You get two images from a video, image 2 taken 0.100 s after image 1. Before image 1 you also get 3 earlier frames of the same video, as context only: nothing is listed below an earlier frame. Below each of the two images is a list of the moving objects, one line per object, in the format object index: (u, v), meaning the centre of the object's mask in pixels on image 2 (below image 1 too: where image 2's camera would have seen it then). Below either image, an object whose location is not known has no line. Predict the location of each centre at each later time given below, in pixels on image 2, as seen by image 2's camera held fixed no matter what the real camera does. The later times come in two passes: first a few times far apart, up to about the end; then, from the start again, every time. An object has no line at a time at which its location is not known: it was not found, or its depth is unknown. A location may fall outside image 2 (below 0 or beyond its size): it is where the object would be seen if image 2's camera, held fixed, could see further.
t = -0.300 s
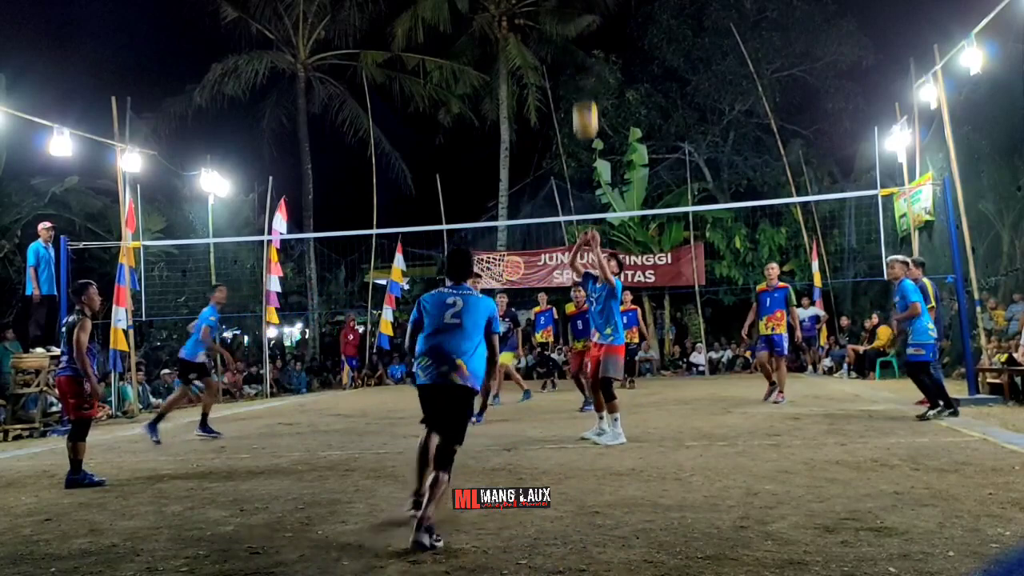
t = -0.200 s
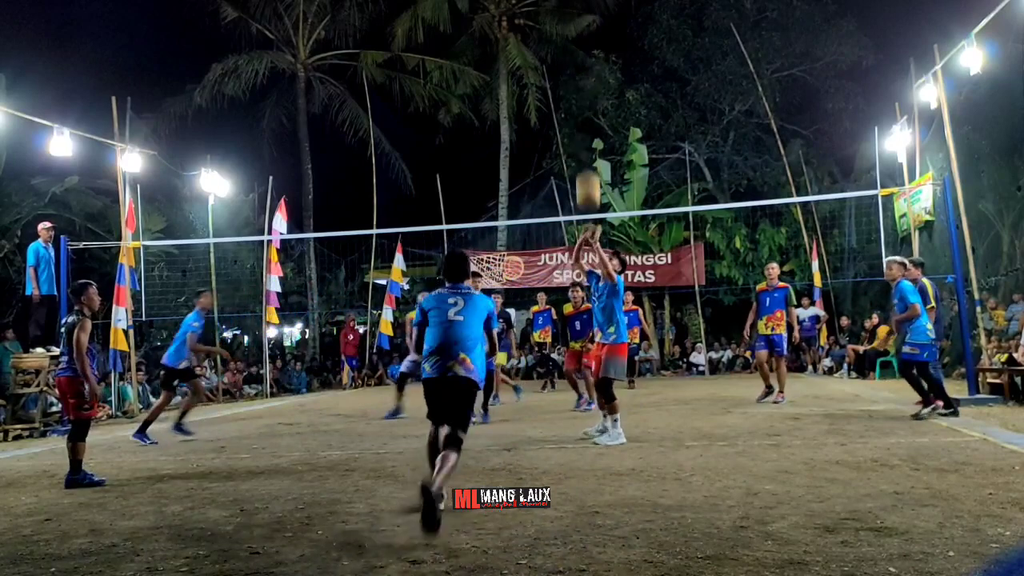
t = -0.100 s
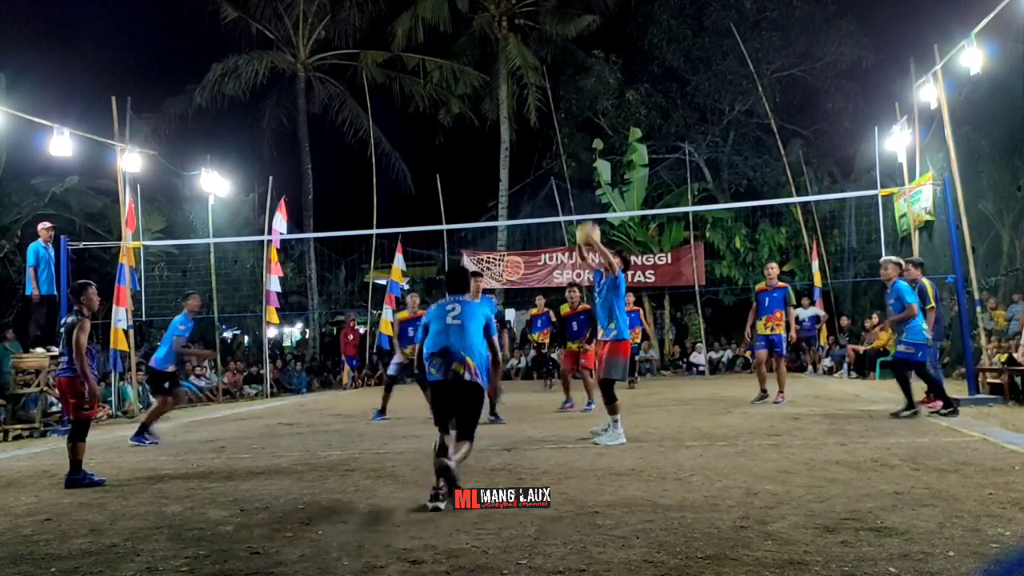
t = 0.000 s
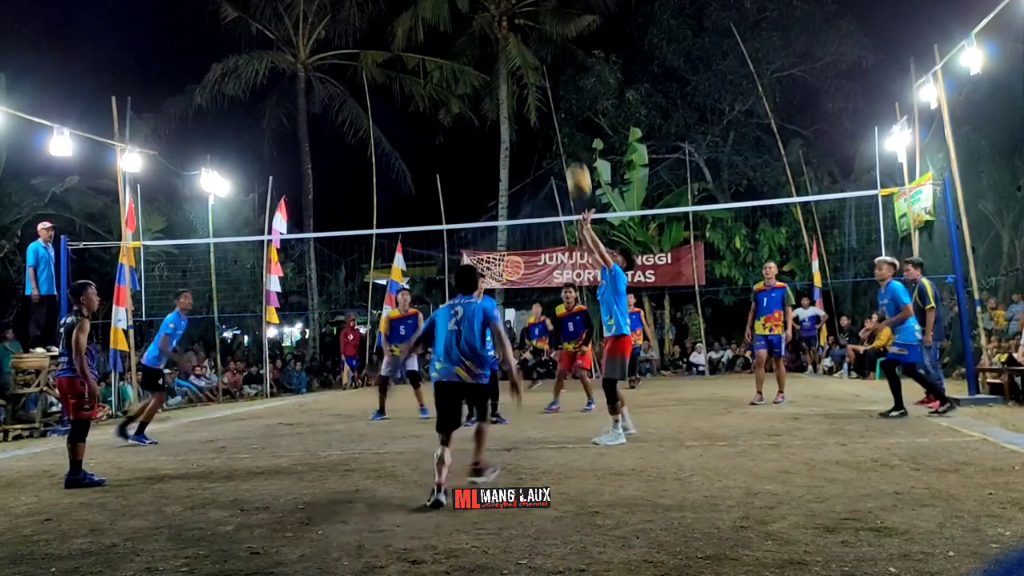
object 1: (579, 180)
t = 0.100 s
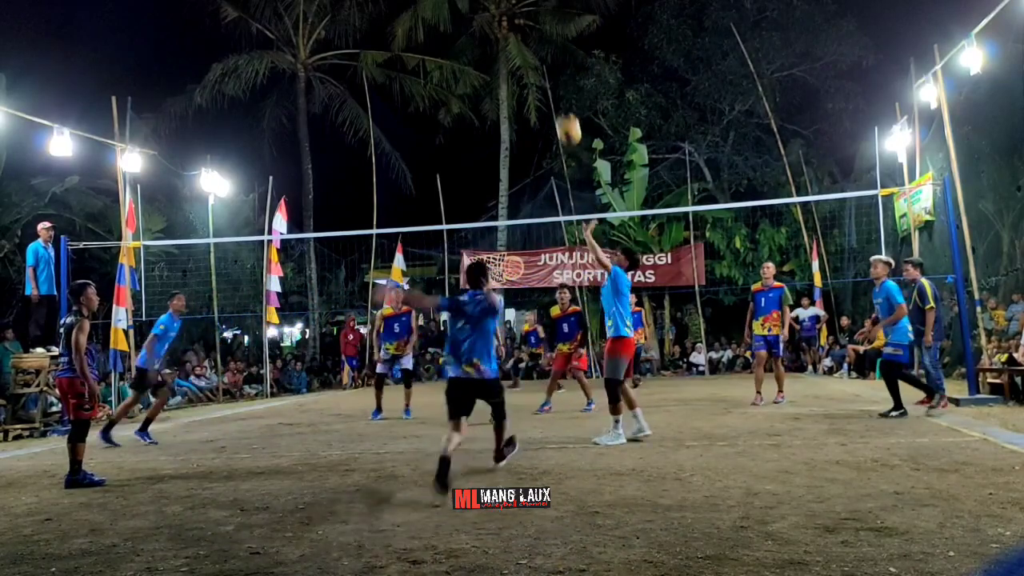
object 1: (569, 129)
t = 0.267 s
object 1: (552, 71)
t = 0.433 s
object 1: (538, 42)
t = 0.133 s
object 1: (565, 115)
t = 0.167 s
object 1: (562, 102)
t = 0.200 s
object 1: (559, 91)
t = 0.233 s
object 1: (556, 80)
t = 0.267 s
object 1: (552, 71)
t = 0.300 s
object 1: (549, 62)
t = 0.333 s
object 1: (547, 55)
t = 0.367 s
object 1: (544, 50)
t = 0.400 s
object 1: (541, 45)
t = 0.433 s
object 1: (538, 42)
